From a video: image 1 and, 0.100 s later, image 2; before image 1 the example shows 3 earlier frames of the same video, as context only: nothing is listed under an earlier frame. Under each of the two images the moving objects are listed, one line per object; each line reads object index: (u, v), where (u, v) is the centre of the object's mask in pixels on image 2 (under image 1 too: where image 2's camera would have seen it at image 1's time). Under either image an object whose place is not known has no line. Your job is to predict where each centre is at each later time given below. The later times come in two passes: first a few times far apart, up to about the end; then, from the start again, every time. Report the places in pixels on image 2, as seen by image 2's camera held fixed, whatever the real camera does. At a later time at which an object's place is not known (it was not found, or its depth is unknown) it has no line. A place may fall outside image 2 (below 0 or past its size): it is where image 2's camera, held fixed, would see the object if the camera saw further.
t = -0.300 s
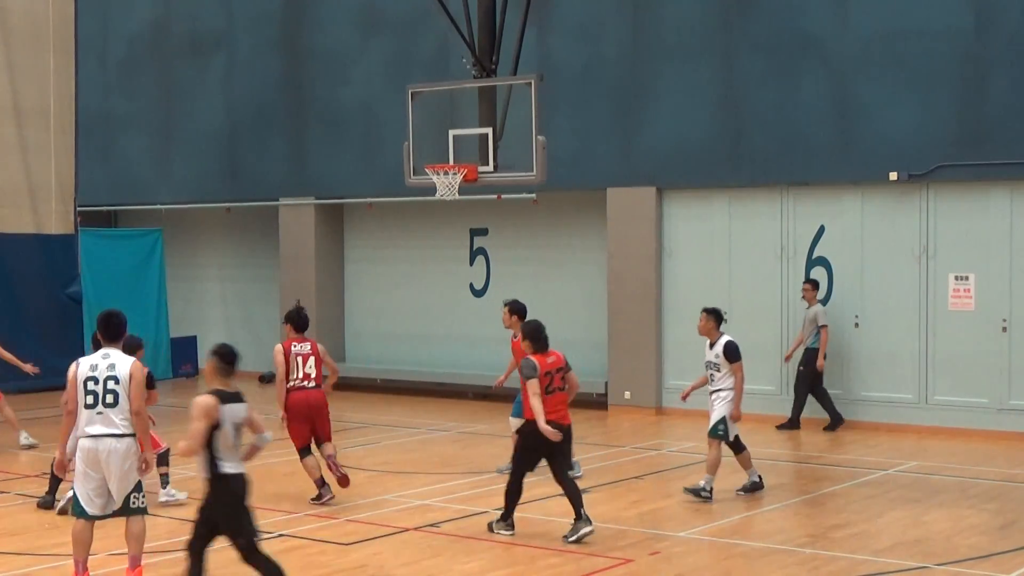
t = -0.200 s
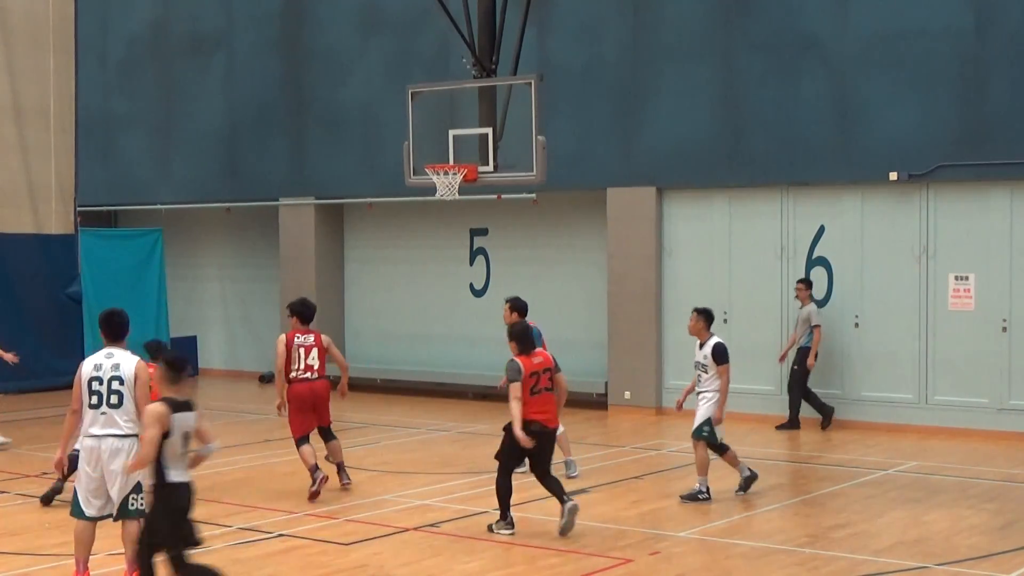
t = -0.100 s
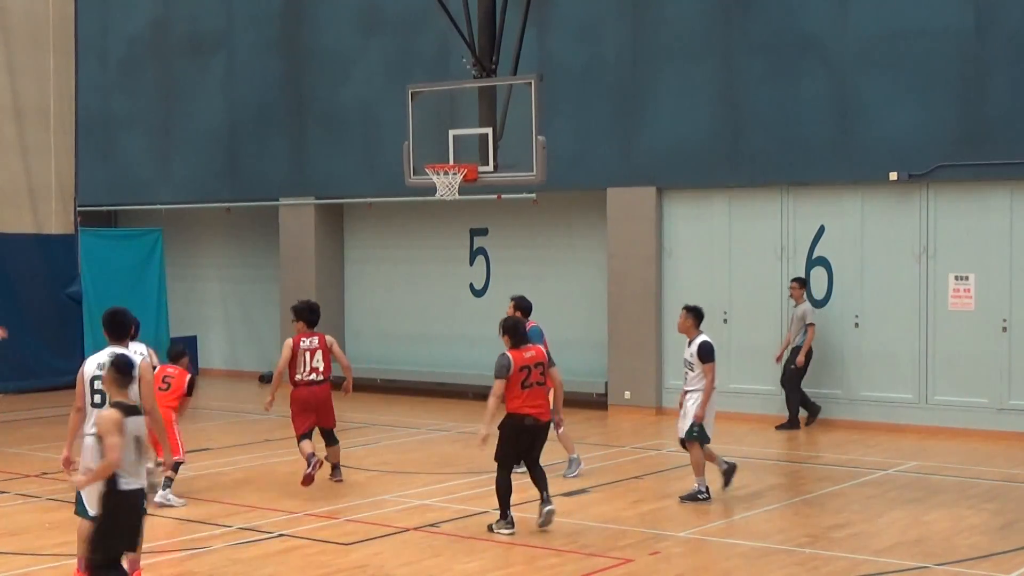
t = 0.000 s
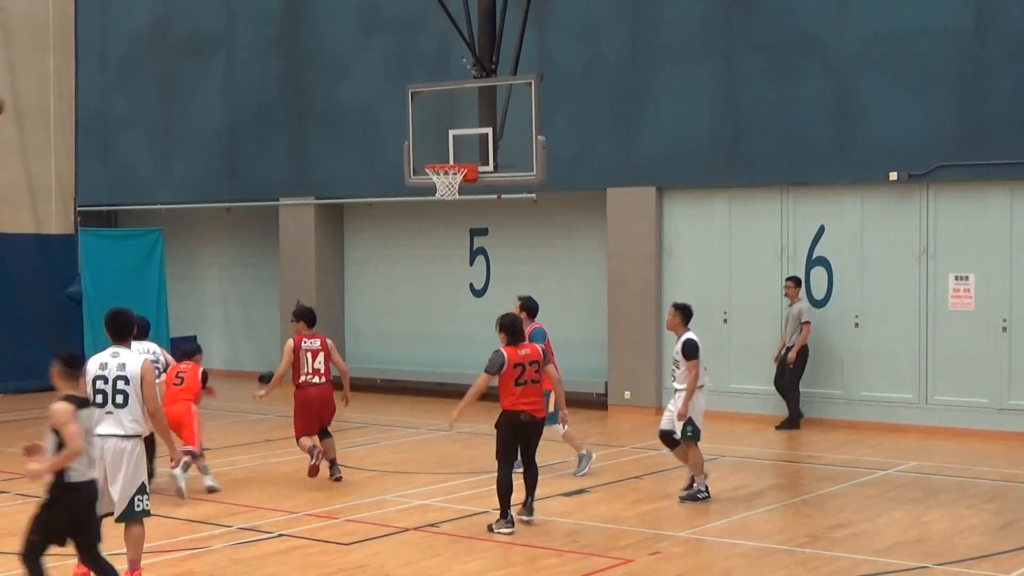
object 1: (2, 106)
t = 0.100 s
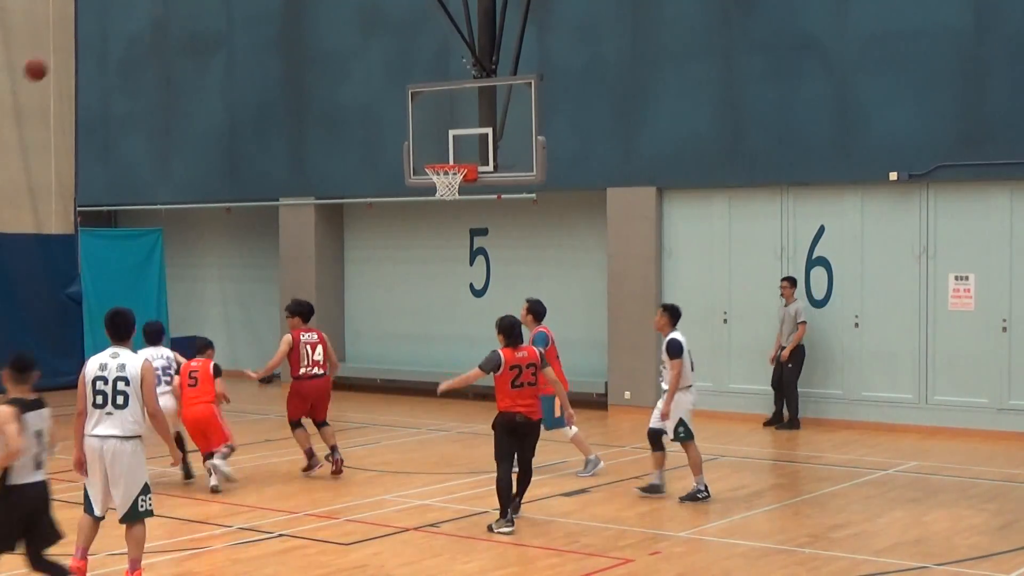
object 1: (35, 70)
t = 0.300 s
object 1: (124, 22)
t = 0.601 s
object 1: (259, 19)
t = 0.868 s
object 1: (379, 86)
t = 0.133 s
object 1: (50, 59)
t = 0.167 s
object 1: (65, 49)
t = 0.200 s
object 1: (80, 40)
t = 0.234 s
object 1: (94, 33)
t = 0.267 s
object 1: (109, 27)
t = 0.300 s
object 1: (124, 22)
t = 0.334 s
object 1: (139, 17)
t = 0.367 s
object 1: (154, 14)
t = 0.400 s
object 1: (168, 12)
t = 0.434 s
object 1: (184, 11)
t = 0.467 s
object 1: (199, 10)
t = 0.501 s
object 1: (214, 11)
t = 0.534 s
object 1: (229, 13)
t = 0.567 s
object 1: (243, 16)
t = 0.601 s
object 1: (259, 19)
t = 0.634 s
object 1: (274, 24)
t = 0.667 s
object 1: (288, 29)
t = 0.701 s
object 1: (304, 36)
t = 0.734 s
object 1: (319, 44)
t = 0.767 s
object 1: (334, 53)
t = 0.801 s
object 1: (349, 62)
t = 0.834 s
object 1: (364, 74)
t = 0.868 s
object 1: (379, 86)
